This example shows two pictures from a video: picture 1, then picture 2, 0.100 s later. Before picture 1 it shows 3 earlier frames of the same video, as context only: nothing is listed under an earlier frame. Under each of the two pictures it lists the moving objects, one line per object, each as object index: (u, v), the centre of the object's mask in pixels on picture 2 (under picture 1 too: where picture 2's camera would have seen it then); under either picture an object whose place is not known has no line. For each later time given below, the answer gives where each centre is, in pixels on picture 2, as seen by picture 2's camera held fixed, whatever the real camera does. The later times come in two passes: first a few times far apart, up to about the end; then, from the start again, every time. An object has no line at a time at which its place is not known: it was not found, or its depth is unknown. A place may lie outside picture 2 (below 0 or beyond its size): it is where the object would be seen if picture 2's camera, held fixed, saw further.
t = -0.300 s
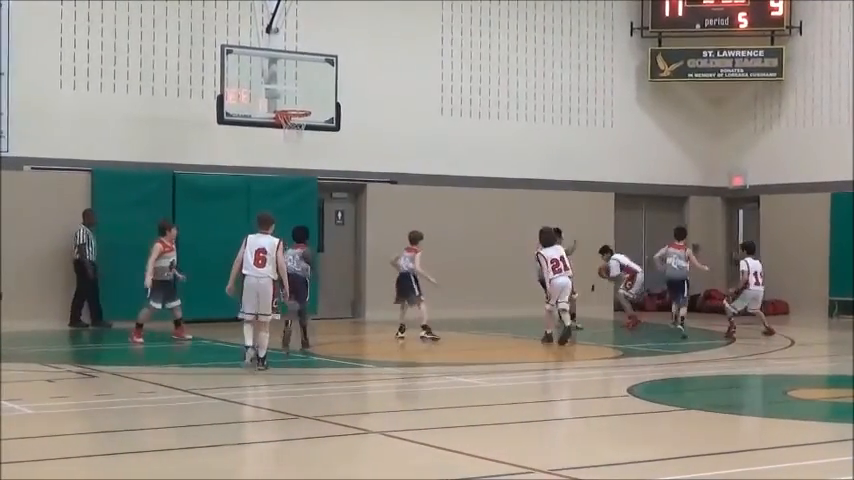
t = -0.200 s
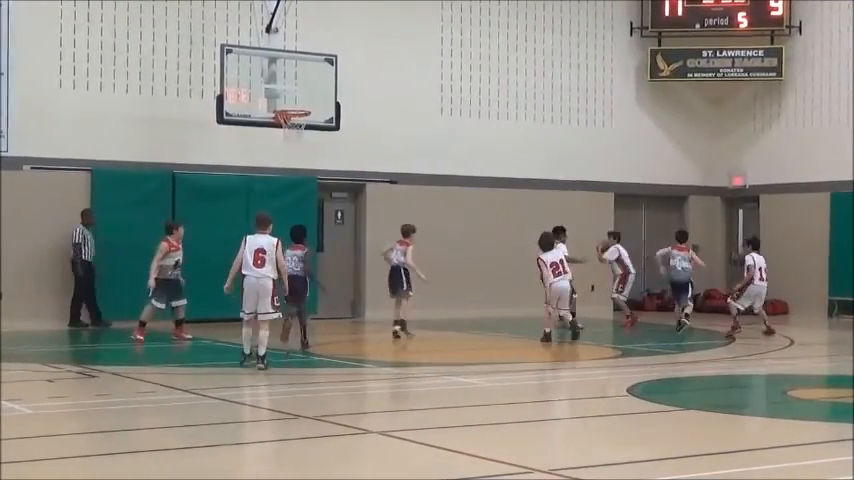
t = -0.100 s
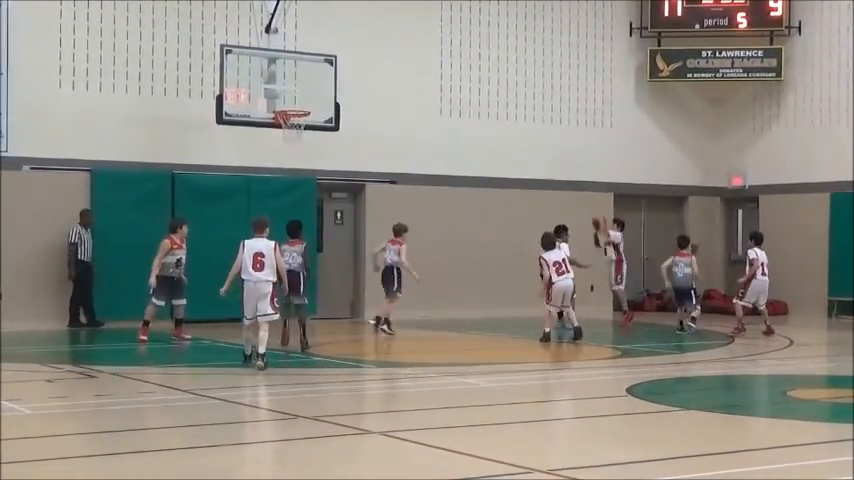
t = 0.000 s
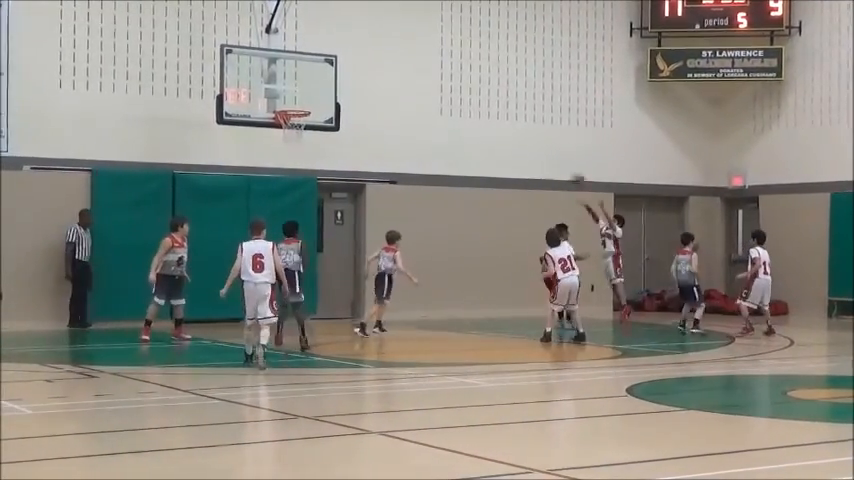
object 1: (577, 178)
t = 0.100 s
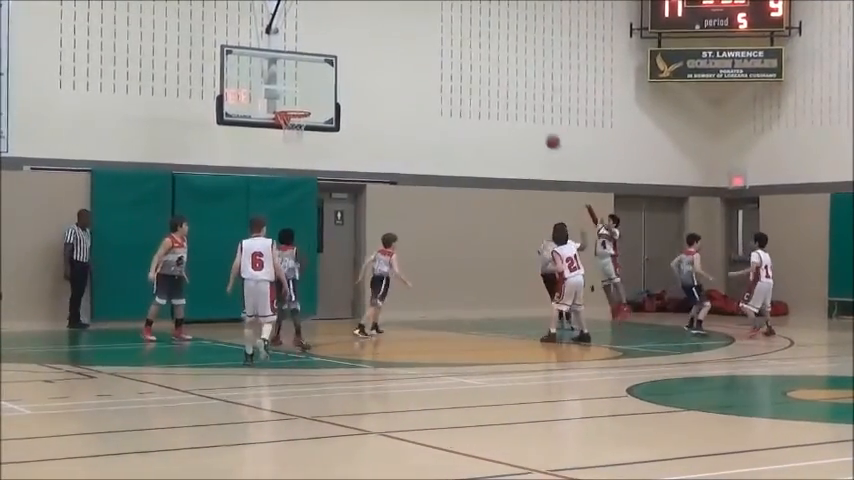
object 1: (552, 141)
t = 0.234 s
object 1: (518, 98)
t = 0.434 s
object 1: (468, 56)
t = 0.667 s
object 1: (409, 39)
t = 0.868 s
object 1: (358, 55)
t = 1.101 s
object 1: (298, 105)
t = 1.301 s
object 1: (287, 73)
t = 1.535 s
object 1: (286, 70)
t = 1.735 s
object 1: (285, 98)
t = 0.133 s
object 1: (544, 129)
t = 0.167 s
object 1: (536, 118)
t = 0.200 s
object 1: (527, 108)
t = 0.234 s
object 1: (518, 98)
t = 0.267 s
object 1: (510, 90)
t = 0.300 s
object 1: (501, 80)
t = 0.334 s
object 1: (493, 74)
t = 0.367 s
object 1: (485, 67)
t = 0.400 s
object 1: (476, 61)
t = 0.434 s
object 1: (468, 56)
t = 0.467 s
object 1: (459, 52)
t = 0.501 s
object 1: (451, 48)
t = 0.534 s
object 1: (443, 44)
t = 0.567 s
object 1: (434, 42)
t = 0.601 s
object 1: (426, 40)
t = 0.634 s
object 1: (417, 39)
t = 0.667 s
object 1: (409, 39)
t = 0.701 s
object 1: (401, 40)
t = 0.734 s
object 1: (392, 42)
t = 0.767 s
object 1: (384, 44)
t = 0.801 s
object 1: (375, 46)
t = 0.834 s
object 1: (366, 50)
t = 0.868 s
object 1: (358, 55)
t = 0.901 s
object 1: (349, 59)
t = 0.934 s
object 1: (341, 65)
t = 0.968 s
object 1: (332, 72)
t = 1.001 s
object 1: (323, 79)
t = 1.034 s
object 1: (315, 87)
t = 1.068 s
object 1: (307, 96)
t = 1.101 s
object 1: (298, 105)
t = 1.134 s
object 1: (293, 100)
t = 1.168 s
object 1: (290, 92)
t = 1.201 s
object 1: (287, 86)
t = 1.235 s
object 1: (287, 81)
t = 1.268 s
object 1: (288, 76)
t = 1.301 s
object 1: (287, 73)
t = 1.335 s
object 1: (287, 70)
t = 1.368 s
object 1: (287, 68)
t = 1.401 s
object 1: (287, 67)
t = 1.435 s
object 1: (287, 67)
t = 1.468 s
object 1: (287, 67)
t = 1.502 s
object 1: (287, 68)
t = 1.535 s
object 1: (286, 70)
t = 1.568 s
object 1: (286, 72)
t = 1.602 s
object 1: (286, 76)
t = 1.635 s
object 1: (286, 81)
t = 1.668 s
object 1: (285, 85)
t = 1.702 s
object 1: (285, 91)
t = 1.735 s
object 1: (285, 98)
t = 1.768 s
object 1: (285, 105)
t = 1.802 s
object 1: (284, 114)
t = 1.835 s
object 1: (283, 121)
